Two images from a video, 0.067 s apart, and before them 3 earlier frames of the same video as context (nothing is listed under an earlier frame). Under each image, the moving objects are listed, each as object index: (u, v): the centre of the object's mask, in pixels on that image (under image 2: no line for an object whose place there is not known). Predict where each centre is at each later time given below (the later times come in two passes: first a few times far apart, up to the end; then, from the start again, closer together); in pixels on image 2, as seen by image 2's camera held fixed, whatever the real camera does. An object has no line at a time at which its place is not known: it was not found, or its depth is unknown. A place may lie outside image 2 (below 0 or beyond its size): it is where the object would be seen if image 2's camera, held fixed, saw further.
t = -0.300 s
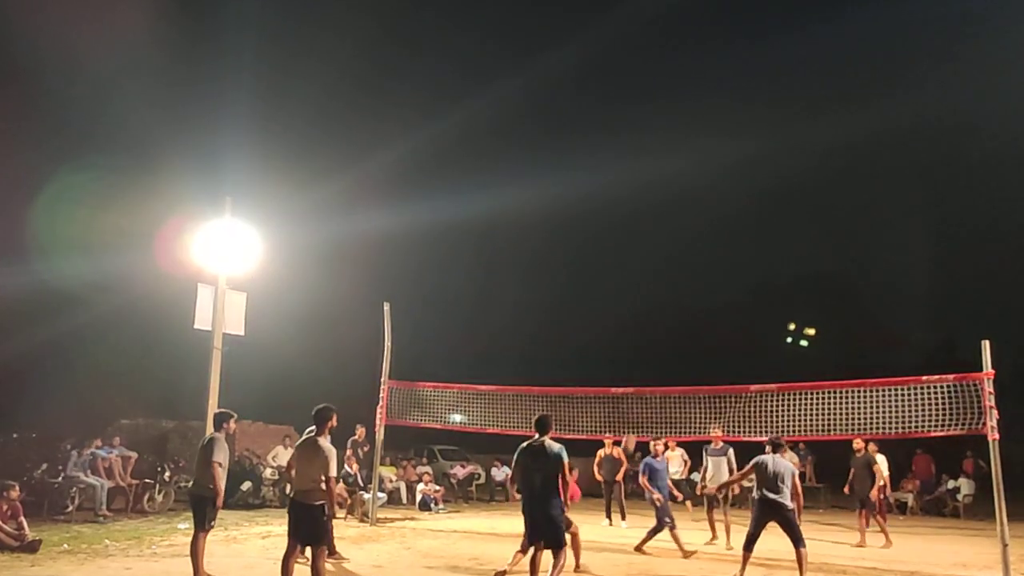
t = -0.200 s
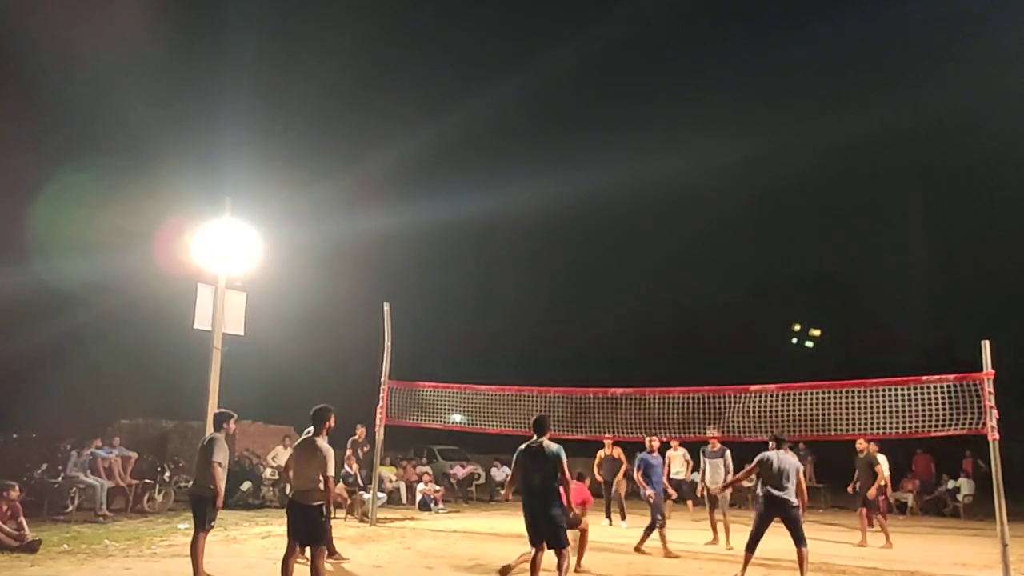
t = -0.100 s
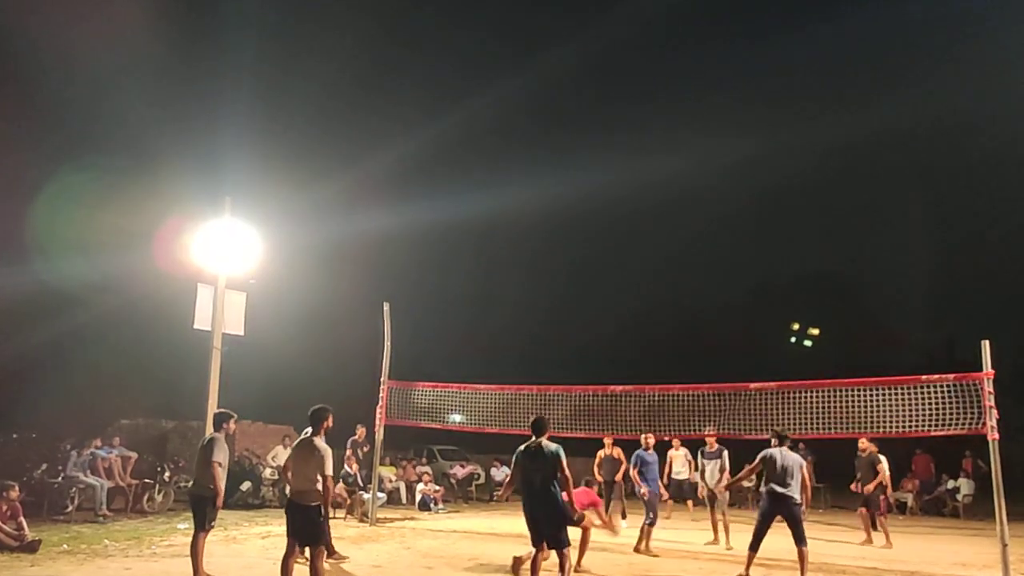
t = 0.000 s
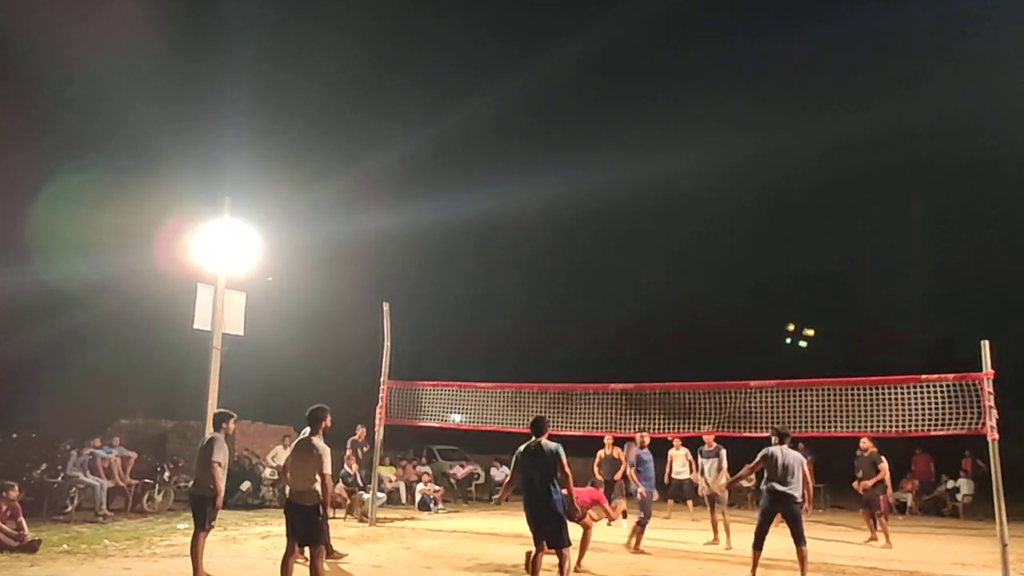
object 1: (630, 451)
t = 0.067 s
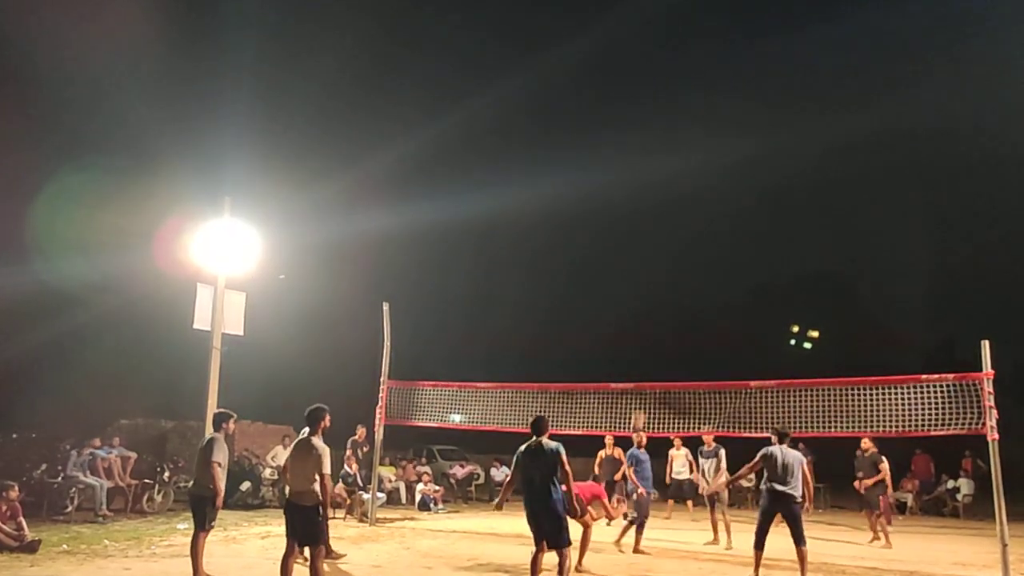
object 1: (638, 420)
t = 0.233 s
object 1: (656, 362)
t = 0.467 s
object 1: (678, 319)
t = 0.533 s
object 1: (683, 314)
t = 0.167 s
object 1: (650, 382)
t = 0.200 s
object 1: (653, 372)
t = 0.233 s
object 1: (656, 362)
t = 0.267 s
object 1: (661, 353)
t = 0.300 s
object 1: (663, 345)
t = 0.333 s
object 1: (666, 338)
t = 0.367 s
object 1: (670, 332)
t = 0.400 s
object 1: (672, 327)
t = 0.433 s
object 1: (675, 323)
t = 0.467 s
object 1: (678, 319)
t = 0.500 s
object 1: (680, 316)
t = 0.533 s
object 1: (683, 314)
